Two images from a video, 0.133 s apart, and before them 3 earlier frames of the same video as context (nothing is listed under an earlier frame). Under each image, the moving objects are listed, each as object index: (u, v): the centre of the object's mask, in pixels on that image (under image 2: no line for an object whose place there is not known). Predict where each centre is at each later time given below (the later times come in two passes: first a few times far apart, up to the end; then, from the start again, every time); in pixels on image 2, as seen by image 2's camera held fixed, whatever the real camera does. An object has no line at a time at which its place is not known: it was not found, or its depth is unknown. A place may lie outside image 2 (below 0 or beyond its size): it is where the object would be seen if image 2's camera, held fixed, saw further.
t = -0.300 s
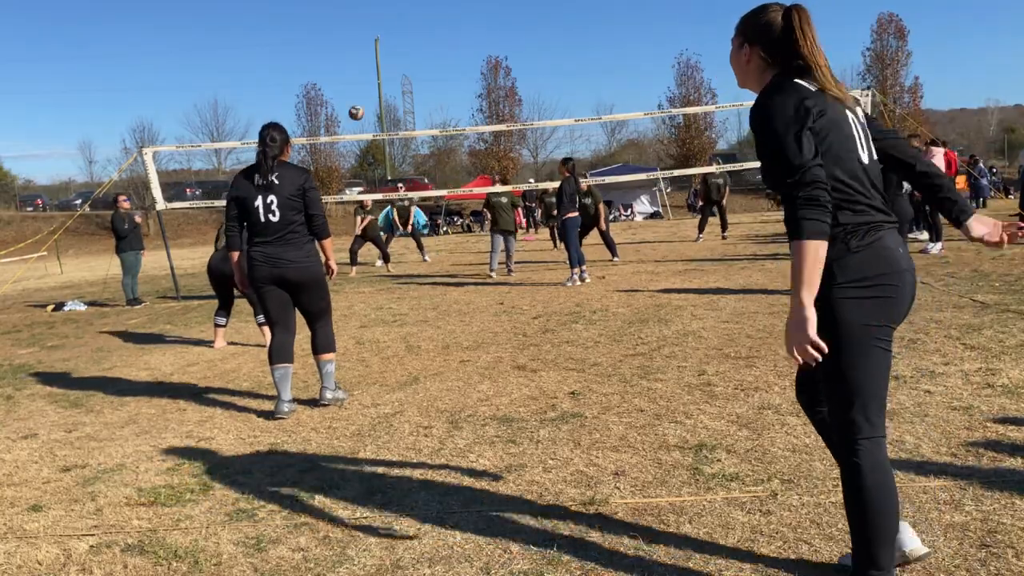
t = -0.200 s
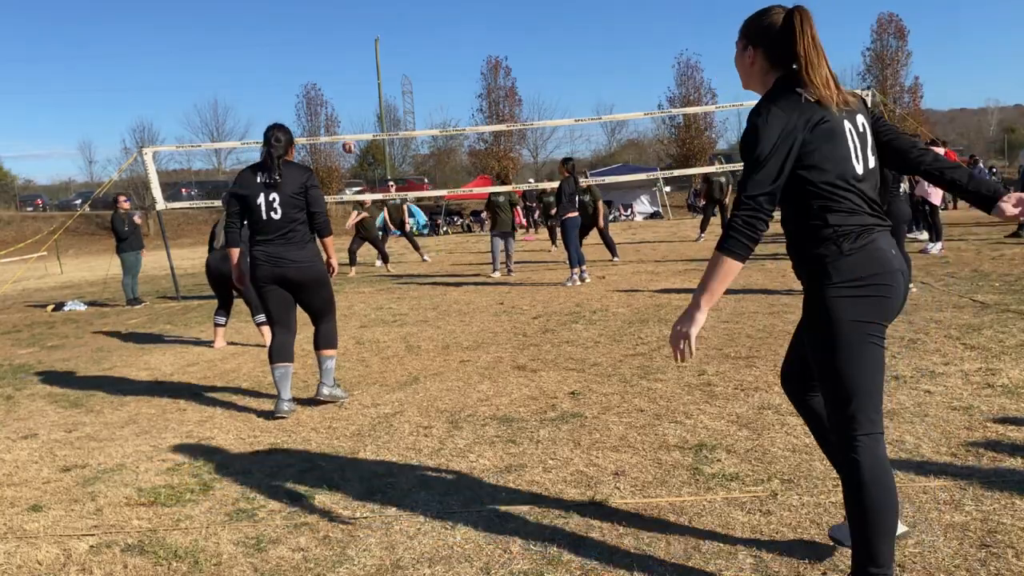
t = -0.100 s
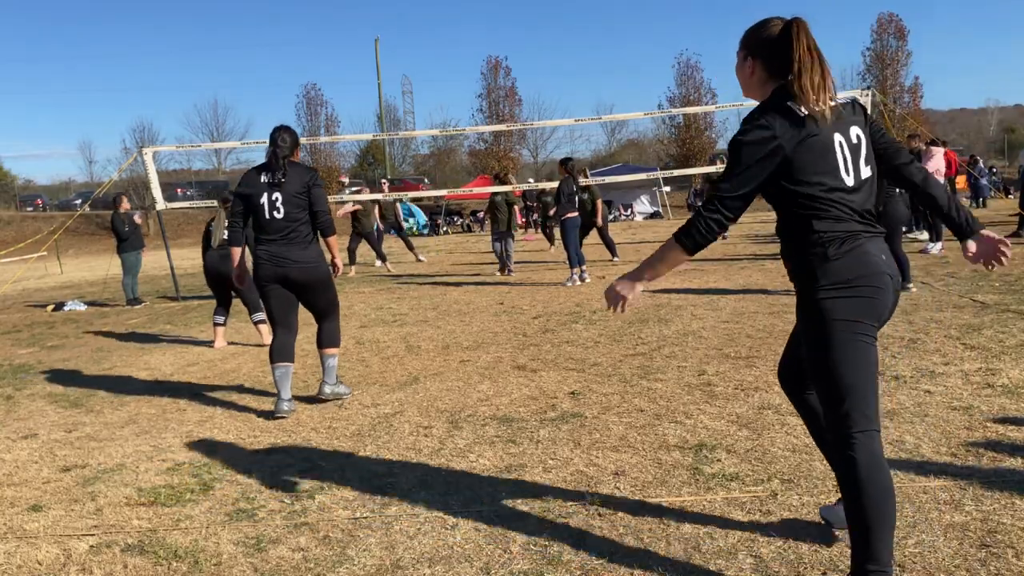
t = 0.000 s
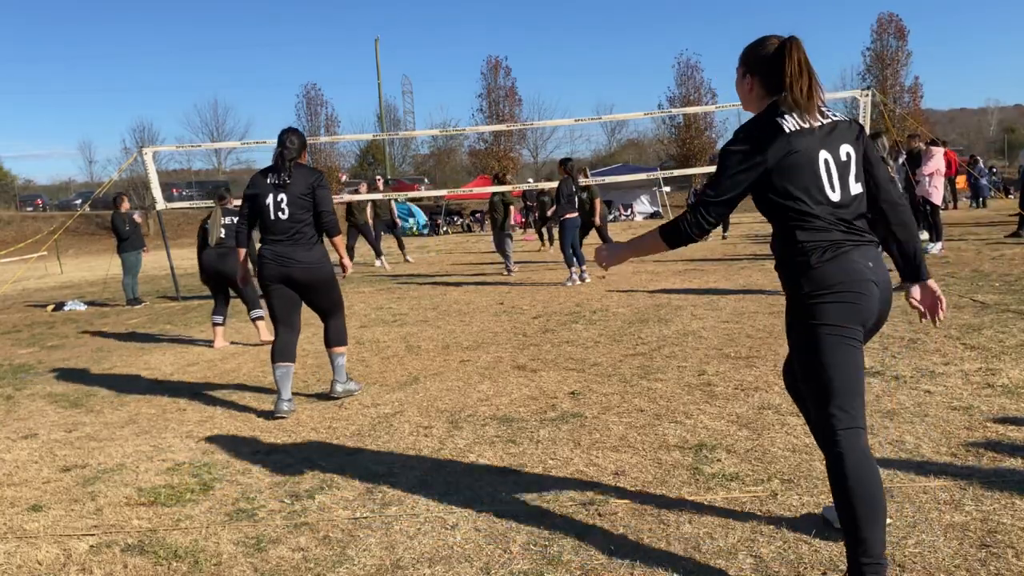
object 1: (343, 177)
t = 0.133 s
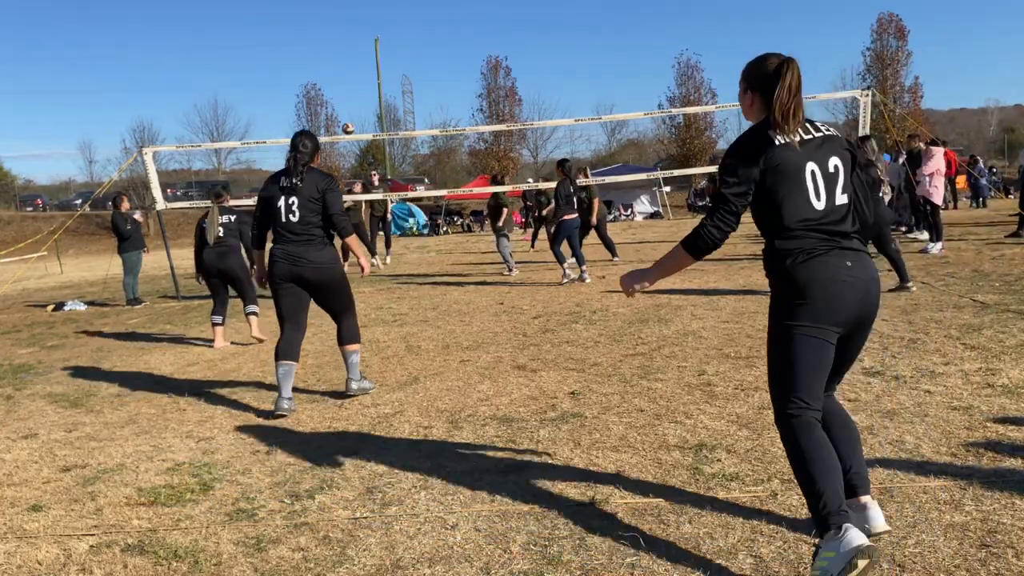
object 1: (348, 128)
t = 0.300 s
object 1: (357, 80)
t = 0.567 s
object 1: (376, 34)
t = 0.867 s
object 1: (404, 35)
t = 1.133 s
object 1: (434, 83)
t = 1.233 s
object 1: (446, 113)
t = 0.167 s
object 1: (350, 118)
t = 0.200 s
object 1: (351, 107)
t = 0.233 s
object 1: (353, 97)
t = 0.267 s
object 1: (355, 88)
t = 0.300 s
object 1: (357, 80)
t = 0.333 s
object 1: (359, 72)
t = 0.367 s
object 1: (361, 64)
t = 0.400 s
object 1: (363, 58)
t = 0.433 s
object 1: (365, 51)
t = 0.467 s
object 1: (368, 46)
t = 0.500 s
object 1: (371, 42)
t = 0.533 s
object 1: (373, 37)
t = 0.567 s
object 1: (376, 34)
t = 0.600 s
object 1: (379, 32)
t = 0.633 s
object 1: (382, 30)
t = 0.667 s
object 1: (385, 29)
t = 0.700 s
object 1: (388, 28)
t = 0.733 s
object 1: (391, 28)
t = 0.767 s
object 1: (394, 29)
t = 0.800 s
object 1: (397, 30)
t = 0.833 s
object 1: (401, 32)
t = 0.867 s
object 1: (404, 35)
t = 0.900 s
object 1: (408, 39)
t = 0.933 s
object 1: (411, 43)
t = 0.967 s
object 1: (415, 48)
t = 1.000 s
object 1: (418, 54)
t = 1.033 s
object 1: (422, 60)
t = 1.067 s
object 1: (426, 67)
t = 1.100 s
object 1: (430, 75)
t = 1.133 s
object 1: (434, 83)
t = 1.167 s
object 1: (438, 93)
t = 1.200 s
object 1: (442, 102)
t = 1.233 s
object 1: (446, 113)
